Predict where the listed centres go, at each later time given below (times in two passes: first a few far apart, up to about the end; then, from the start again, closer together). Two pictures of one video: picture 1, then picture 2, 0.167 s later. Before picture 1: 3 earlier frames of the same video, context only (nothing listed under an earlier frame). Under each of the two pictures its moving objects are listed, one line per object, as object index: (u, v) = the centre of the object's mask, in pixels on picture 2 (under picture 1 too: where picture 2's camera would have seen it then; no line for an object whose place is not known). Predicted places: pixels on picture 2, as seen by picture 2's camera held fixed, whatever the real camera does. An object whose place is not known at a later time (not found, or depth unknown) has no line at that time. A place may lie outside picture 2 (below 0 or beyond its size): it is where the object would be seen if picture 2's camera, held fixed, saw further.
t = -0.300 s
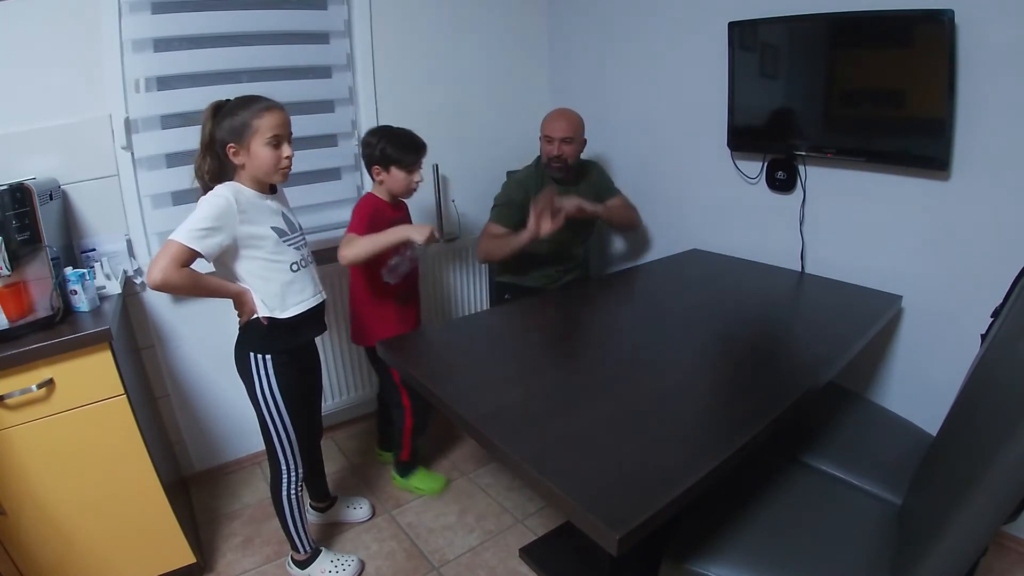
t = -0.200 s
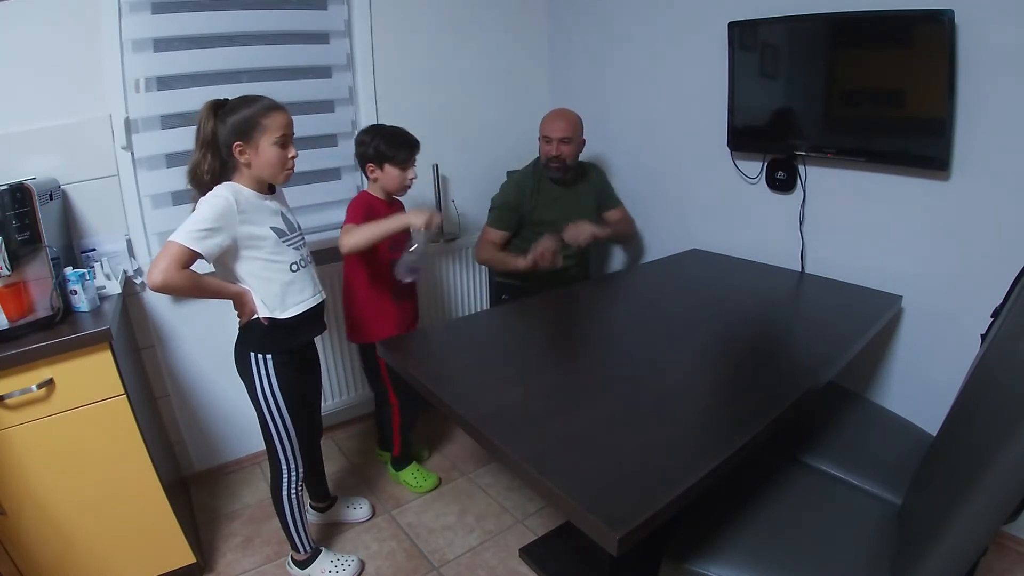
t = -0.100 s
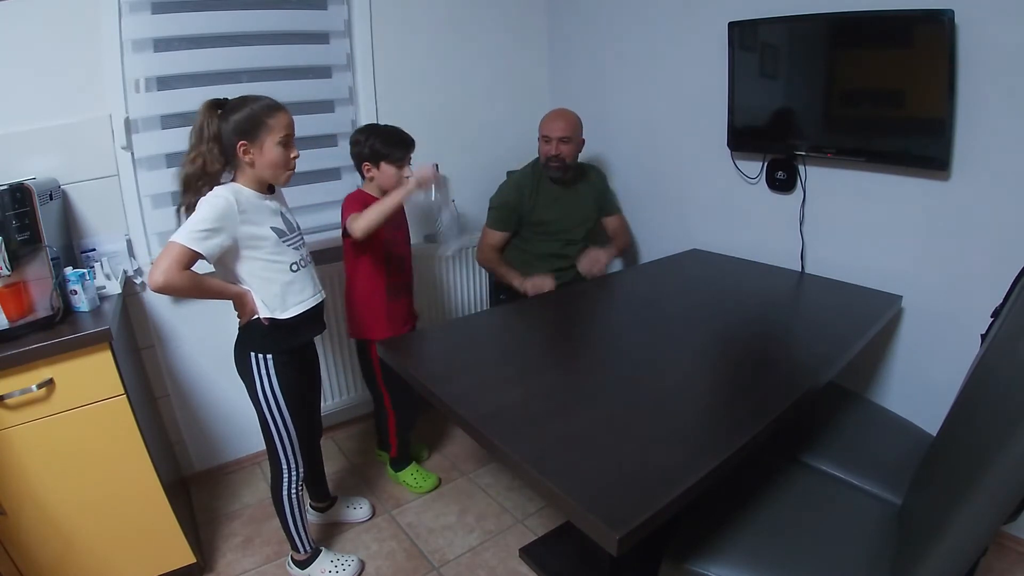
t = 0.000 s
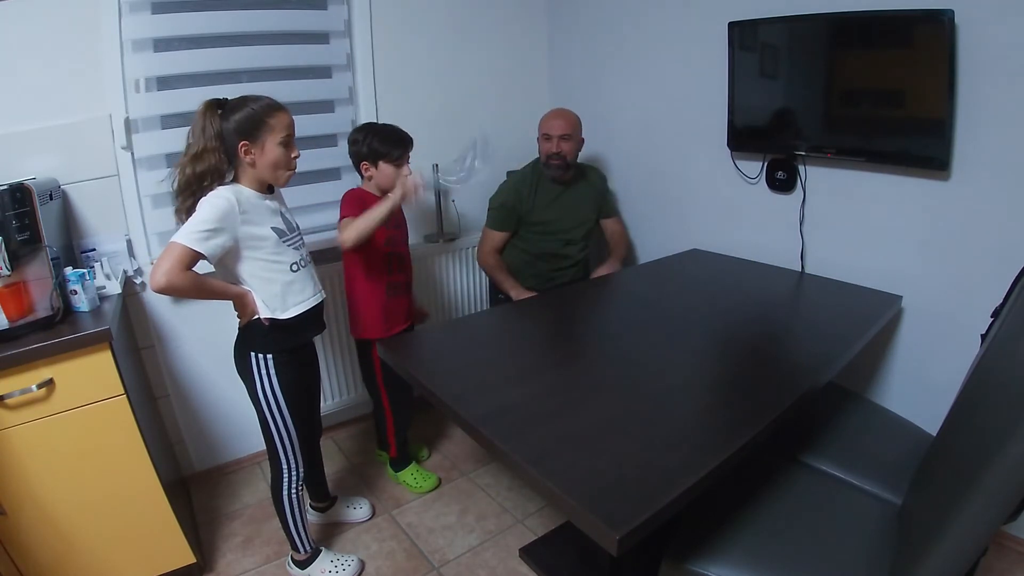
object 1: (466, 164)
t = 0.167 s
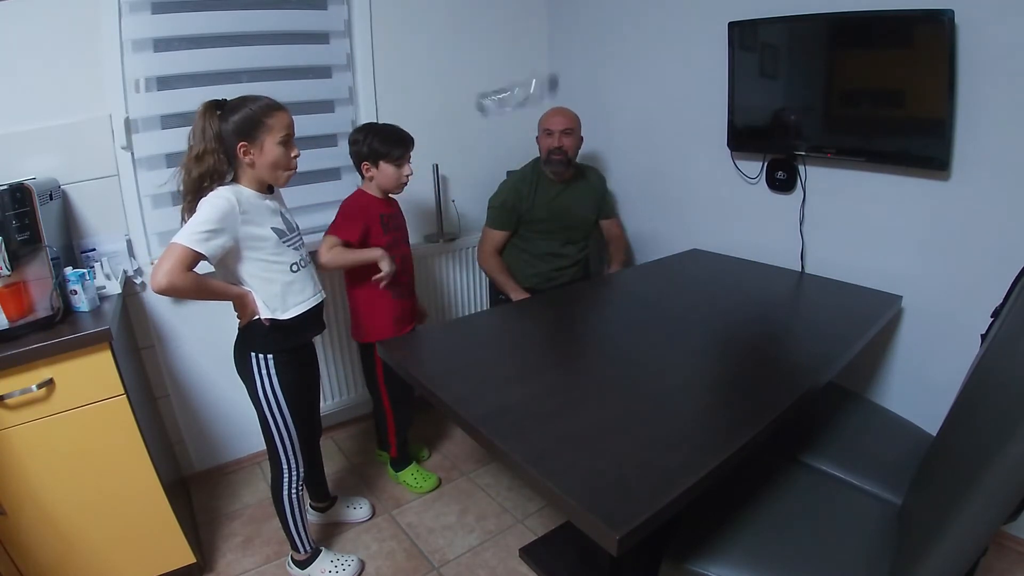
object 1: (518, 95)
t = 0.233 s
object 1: (524, 97)
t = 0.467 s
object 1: (566, 268)
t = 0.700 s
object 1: (580, 299)
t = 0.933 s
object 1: (582, 297)
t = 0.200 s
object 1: (520, 93)
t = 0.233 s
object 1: (524, 97)
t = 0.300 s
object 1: (534, 121)
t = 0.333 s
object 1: (540, 142)
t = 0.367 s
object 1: (546, 167)
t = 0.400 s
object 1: (553, 198)
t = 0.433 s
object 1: (559, 231)
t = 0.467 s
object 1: (566, 268)
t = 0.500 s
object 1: (572, 299)
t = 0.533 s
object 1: (575, 299)
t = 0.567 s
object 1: (577, 299)
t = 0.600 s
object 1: (579, 300)
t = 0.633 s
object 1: (580, 300)
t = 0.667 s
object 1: (580, 299)
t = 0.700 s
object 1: (580, 299)
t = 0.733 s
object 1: (580, 299)
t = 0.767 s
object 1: (580, 298)
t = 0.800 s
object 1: (581, 298)
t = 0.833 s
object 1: (581, 298)
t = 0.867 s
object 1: (581, 298)
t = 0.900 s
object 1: (581, 298)
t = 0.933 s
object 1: (582, 297)
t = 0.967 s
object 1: (582, 297)
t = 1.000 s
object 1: (582, 297)
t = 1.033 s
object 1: (582, 296)
